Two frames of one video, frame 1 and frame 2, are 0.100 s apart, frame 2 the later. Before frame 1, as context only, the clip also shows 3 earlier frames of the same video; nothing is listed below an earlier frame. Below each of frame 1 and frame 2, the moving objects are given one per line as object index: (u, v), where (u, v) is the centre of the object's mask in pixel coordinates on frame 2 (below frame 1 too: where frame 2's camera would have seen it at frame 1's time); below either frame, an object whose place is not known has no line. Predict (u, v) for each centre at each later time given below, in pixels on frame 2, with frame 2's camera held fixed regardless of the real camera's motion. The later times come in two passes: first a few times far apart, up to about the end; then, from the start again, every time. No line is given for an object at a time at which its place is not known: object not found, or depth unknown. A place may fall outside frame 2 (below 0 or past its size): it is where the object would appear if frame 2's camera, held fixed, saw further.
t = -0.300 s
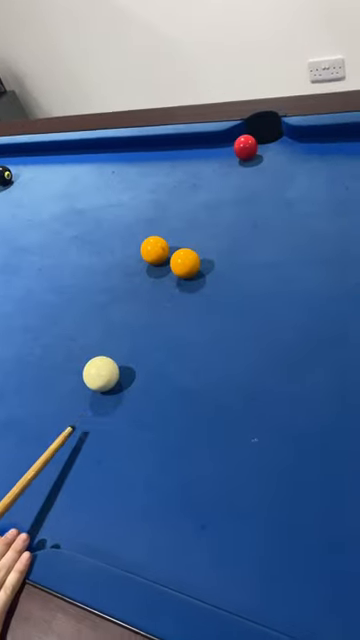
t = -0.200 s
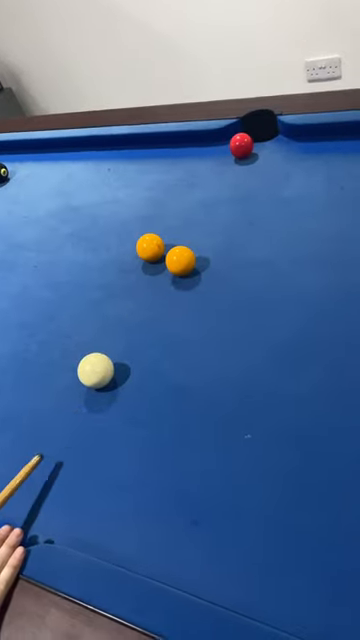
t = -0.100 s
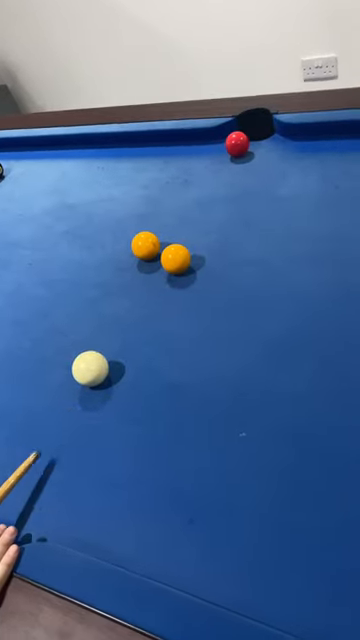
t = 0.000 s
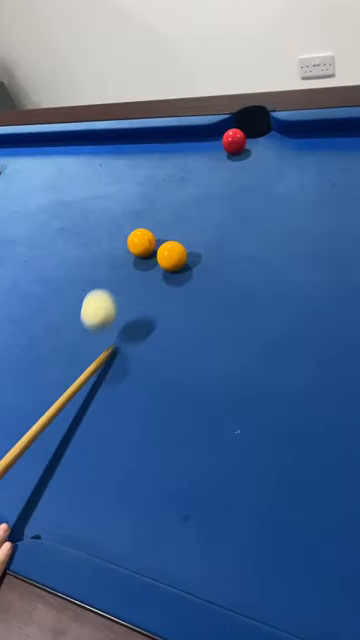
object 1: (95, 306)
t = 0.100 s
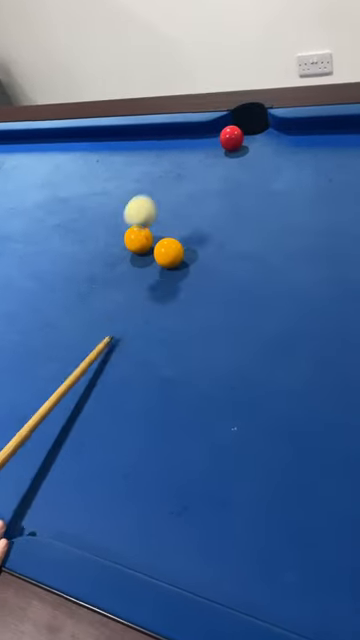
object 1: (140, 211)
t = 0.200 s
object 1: (190, 183)
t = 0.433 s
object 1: (201, 144)
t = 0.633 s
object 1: (183, 140)
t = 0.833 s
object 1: (166, 137)
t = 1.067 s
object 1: (151, 133)
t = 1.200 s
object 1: (141, 134)
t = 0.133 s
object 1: (157, 196)
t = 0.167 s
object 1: (174, 186)
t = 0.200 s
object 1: (190, 183)
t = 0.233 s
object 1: (201, 169)
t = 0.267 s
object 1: (209, 151)
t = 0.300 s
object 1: (215, 141)
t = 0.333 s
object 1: (210, 141)
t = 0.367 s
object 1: (207, 145)
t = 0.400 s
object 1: (204, 143)
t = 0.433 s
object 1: (201, 144)
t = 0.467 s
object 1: (198, 144)
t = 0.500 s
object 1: (194, 143)
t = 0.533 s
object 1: (191, 142)
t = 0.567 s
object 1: (188, 142)
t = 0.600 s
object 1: (185, 141)
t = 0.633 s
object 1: (183, 140)
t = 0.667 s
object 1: (179, 140)
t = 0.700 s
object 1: (177, 139)
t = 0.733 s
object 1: (174, 138)
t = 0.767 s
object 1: (172, 138)
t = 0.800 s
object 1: (169, 137)
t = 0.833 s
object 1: (166, 137)
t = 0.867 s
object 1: (164, 136)
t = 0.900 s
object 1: (162, 136)
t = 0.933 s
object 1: (159, 135)
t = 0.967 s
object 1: (157, 134)
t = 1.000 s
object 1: (155, 134)
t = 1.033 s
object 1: (153, 134)
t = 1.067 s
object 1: (151, 133)
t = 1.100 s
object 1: (149, 133)
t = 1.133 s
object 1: (146, 133)
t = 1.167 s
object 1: (144, 133)
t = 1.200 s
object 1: (141, 134)
